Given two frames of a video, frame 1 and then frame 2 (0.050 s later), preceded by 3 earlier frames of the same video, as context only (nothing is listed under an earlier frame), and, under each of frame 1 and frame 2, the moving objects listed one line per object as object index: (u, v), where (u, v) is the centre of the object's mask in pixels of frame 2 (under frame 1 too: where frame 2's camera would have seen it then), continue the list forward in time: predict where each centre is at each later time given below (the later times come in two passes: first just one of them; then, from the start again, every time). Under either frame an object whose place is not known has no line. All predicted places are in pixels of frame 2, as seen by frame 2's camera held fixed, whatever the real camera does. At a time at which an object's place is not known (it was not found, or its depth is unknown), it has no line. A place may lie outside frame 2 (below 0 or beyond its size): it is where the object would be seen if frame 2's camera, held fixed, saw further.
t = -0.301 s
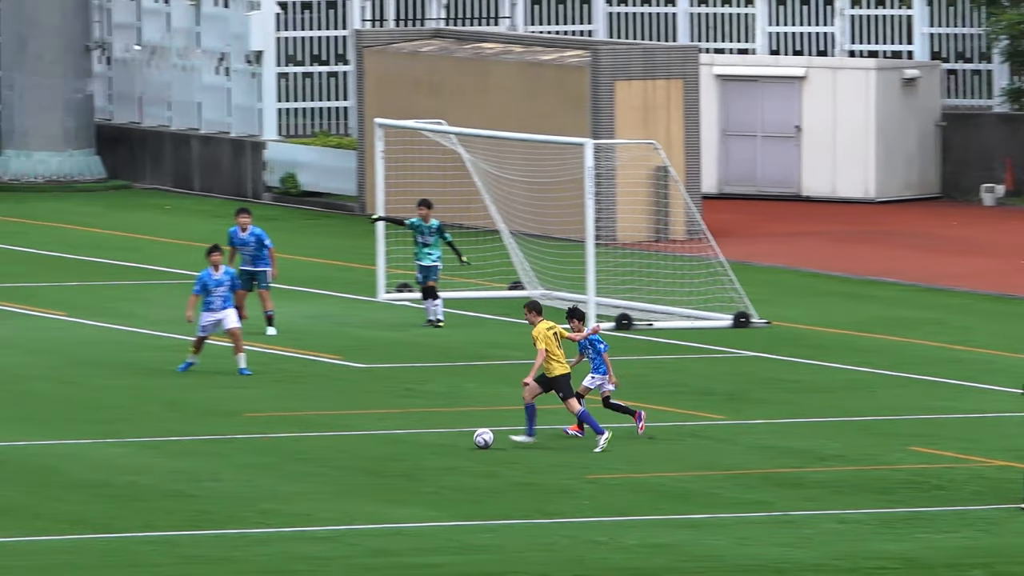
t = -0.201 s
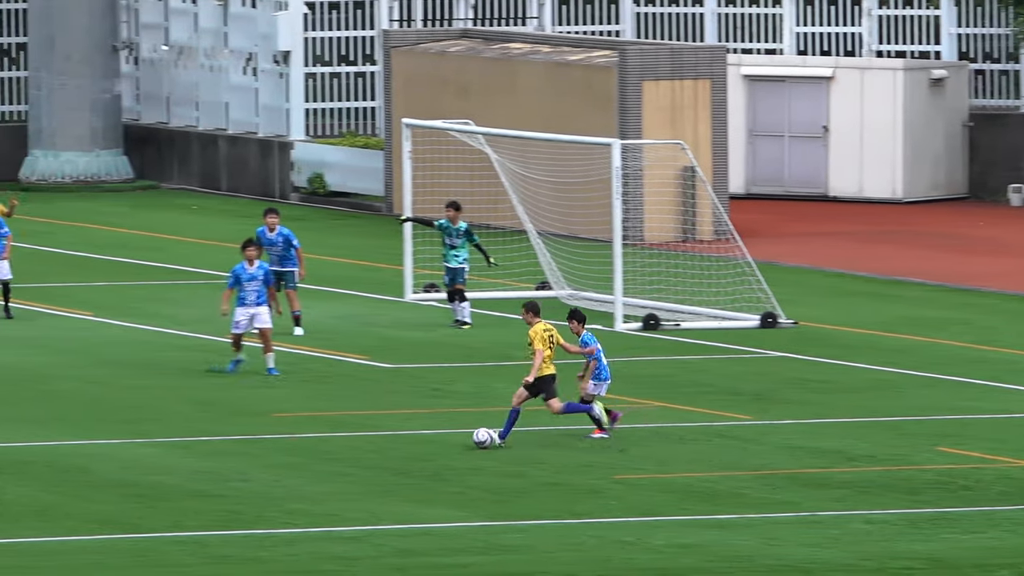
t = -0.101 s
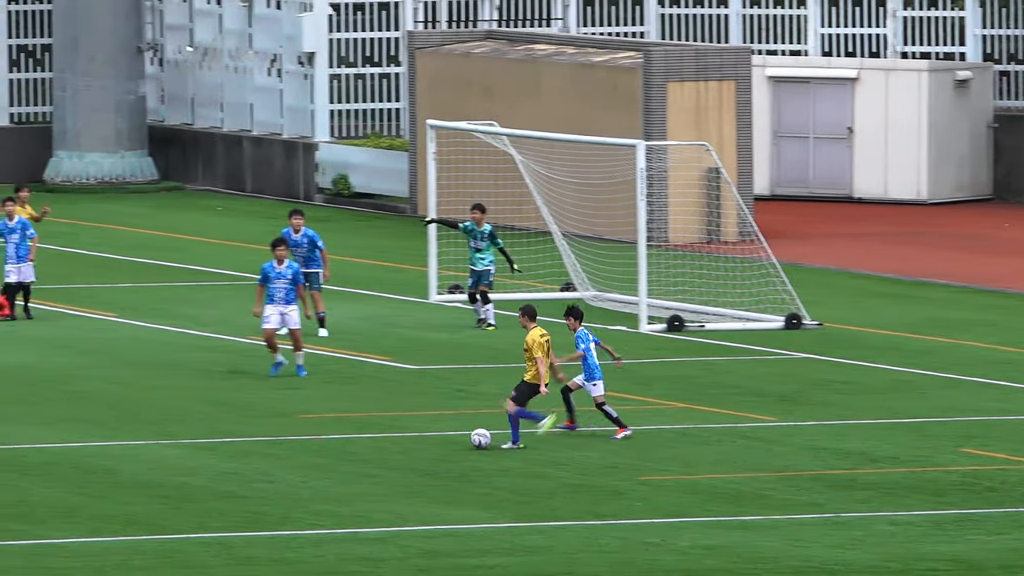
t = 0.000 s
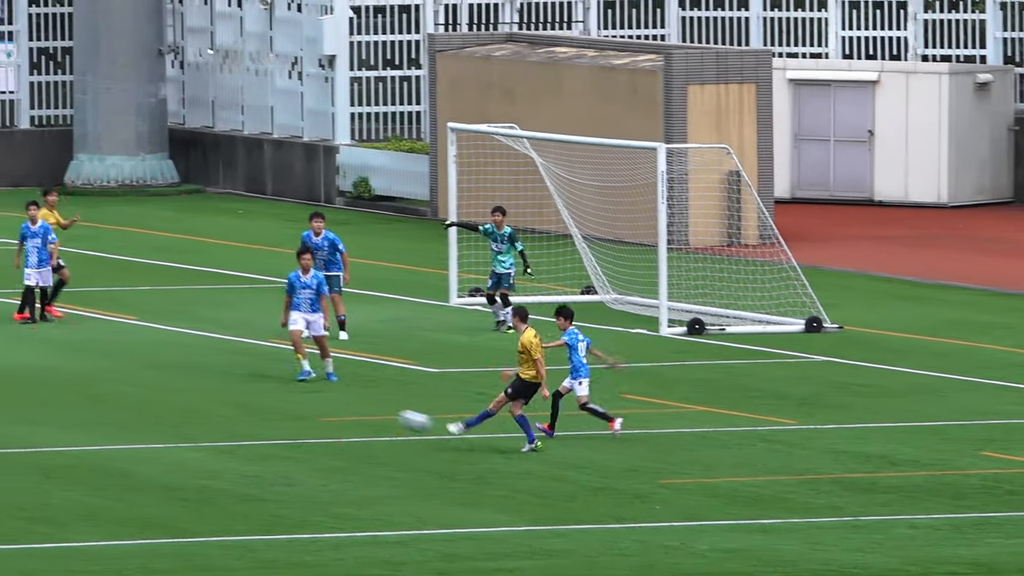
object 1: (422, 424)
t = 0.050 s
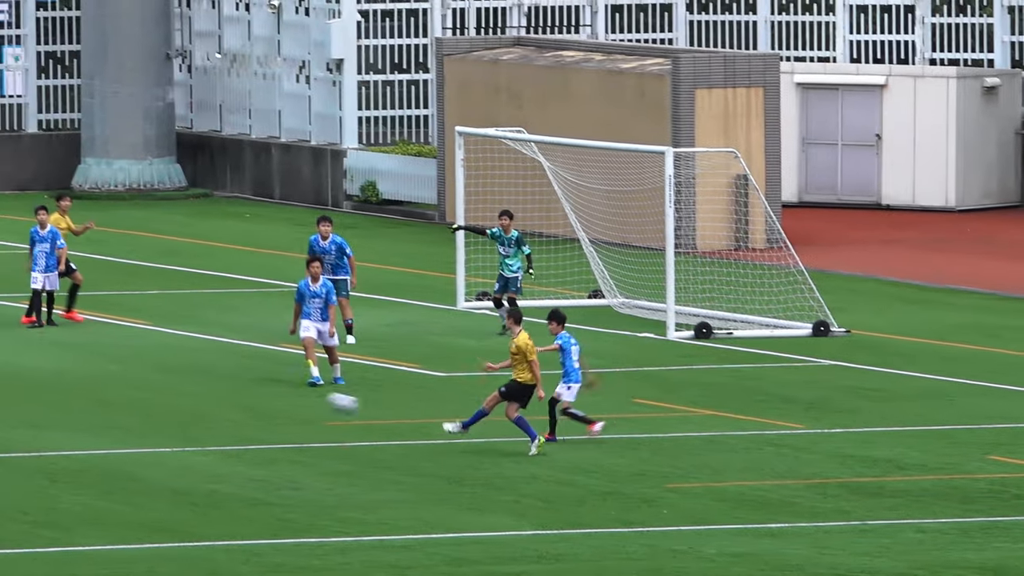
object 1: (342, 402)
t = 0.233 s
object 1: (71, 342)
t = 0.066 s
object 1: (318, 396)
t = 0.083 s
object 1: (291, 390)
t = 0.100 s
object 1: (265, 384)
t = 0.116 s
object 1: (240, 378)
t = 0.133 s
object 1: (216, 372)
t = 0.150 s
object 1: (191, 366)
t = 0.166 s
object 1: (167, 361)
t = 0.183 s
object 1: (142, 356)
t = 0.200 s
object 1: (119, 351)
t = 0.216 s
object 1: (95, 346)
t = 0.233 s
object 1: (71, 342)
